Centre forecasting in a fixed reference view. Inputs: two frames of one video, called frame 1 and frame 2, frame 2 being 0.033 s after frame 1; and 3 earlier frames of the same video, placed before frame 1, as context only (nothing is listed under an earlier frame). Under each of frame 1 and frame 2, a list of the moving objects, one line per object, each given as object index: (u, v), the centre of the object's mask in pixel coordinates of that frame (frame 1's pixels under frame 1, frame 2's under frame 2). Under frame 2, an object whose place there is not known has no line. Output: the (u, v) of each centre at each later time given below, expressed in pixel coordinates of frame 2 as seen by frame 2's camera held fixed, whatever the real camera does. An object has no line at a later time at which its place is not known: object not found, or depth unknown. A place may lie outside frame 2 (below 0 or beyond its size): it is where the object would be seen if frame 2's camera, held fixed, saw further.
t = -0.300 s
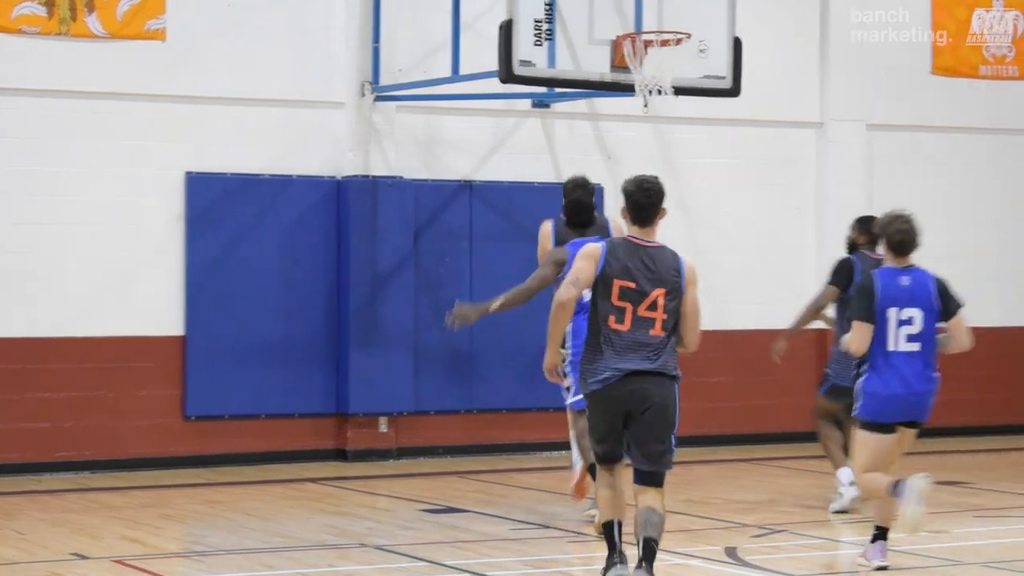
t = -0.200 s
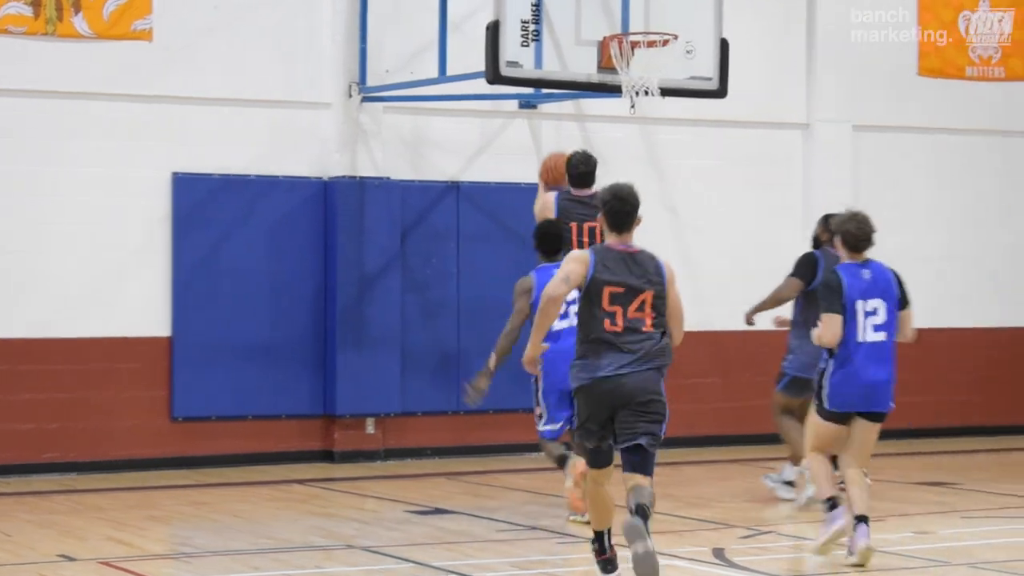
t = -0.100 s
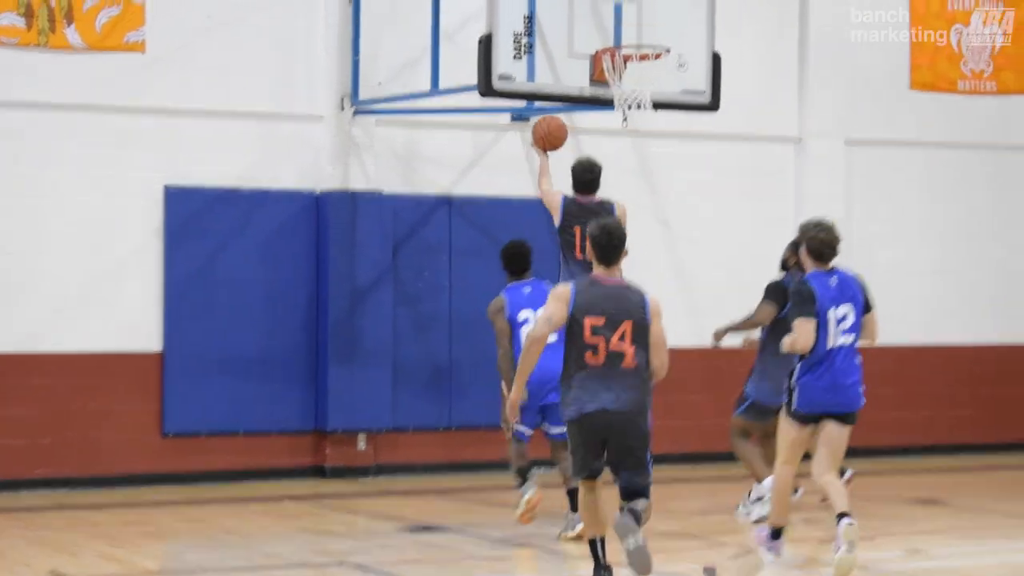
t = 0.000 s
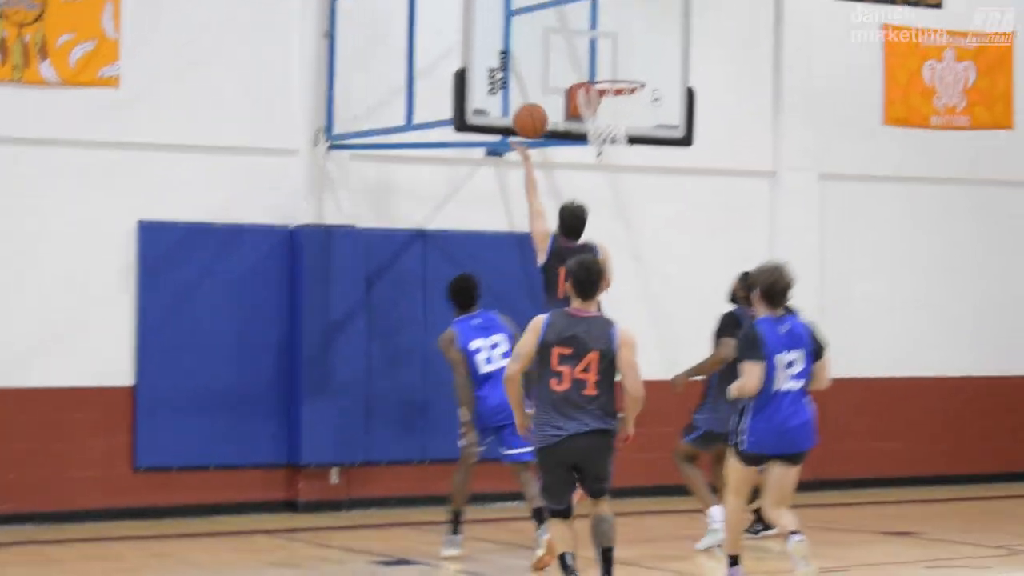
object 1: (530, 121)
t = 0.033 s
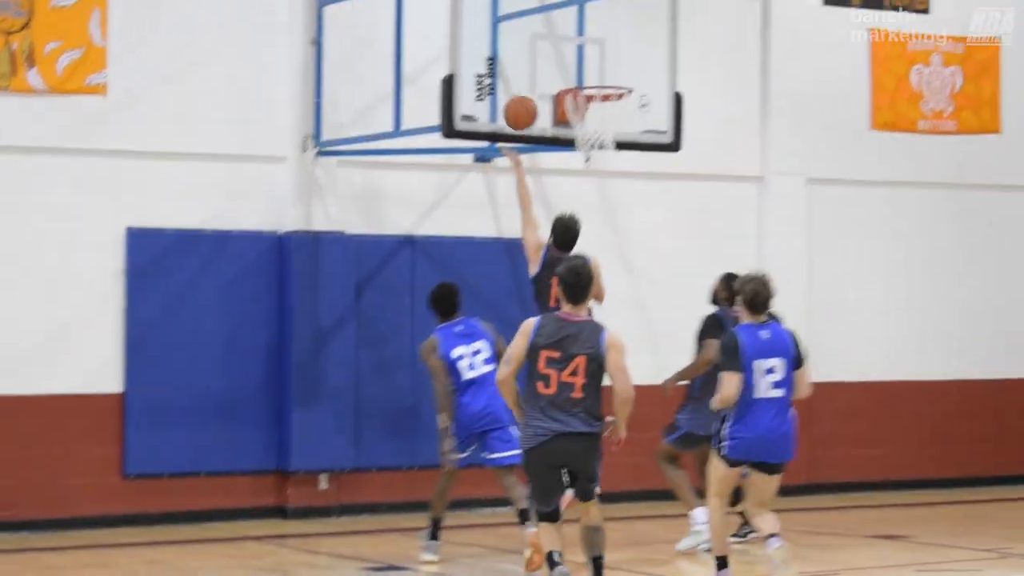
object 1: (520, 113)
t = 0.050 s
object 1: (522, 106)
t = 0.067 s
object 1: (523, 101)
